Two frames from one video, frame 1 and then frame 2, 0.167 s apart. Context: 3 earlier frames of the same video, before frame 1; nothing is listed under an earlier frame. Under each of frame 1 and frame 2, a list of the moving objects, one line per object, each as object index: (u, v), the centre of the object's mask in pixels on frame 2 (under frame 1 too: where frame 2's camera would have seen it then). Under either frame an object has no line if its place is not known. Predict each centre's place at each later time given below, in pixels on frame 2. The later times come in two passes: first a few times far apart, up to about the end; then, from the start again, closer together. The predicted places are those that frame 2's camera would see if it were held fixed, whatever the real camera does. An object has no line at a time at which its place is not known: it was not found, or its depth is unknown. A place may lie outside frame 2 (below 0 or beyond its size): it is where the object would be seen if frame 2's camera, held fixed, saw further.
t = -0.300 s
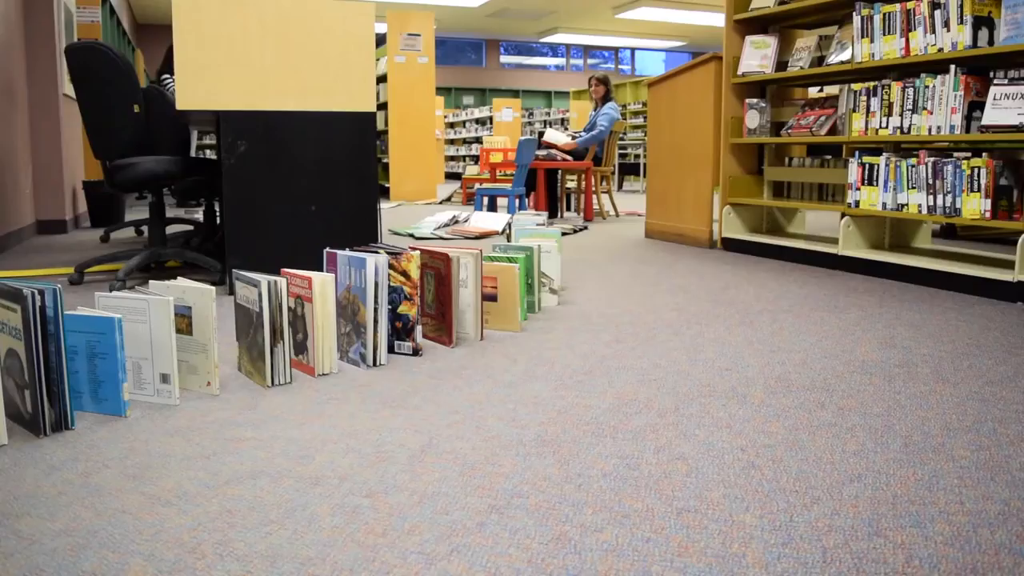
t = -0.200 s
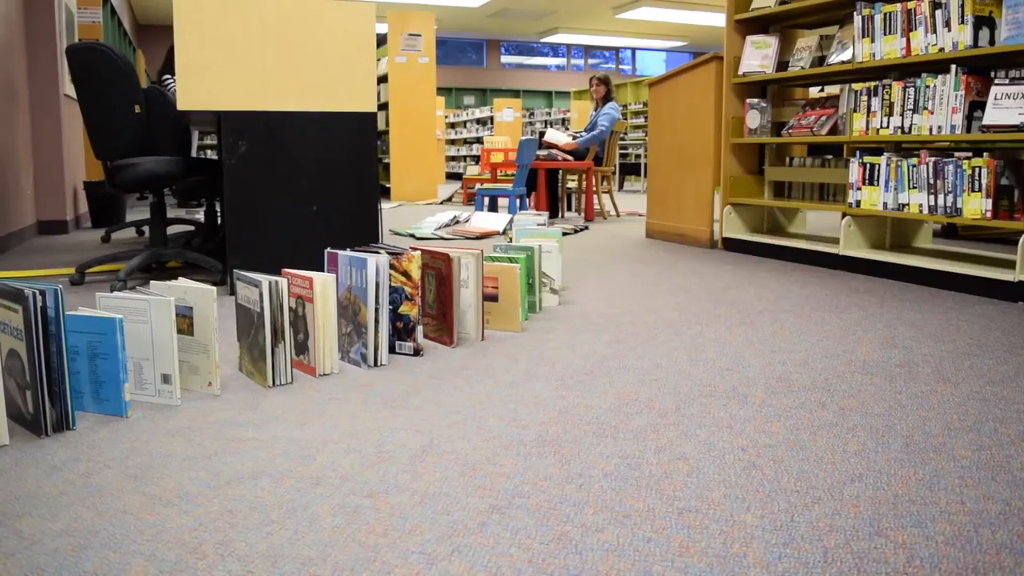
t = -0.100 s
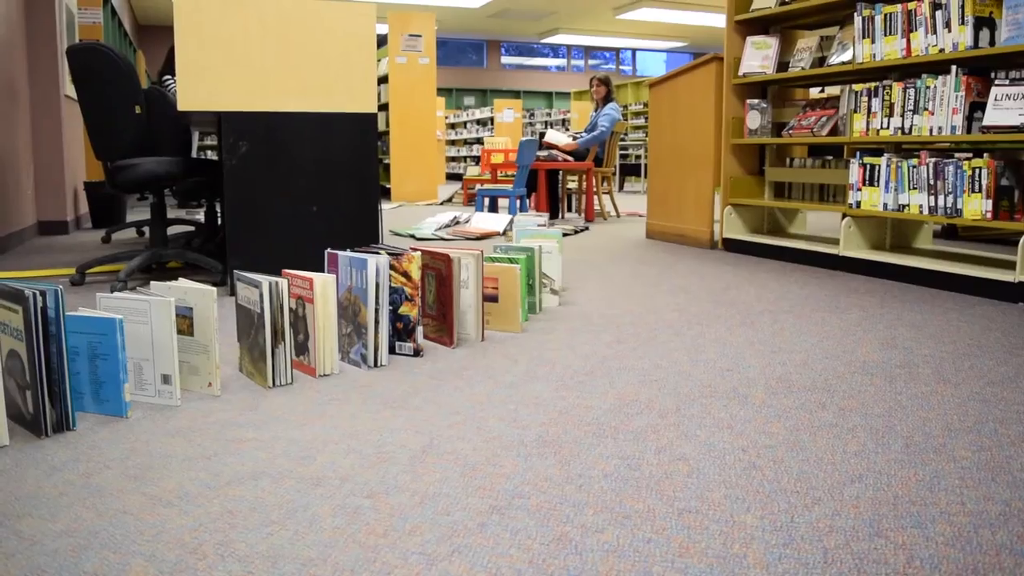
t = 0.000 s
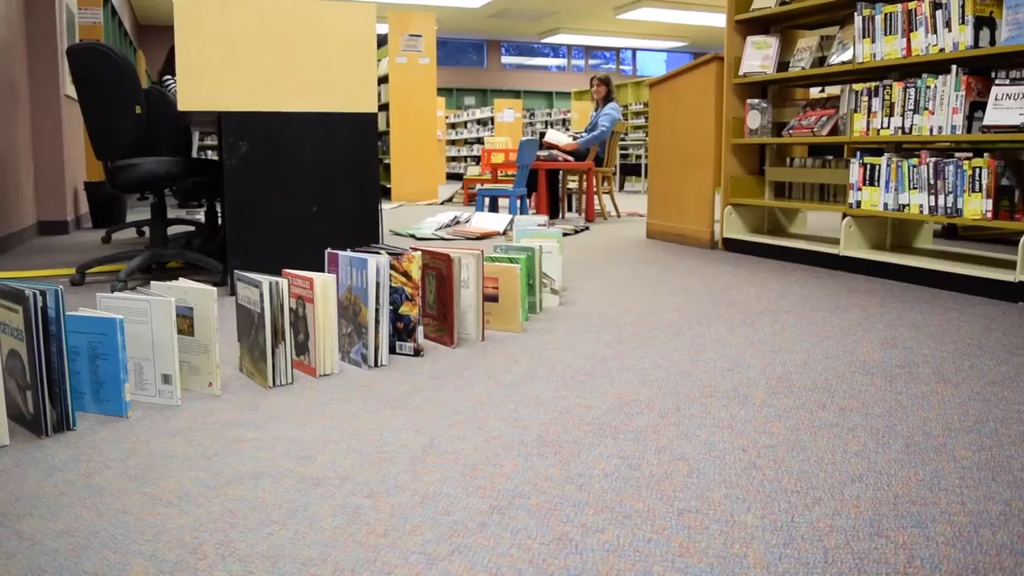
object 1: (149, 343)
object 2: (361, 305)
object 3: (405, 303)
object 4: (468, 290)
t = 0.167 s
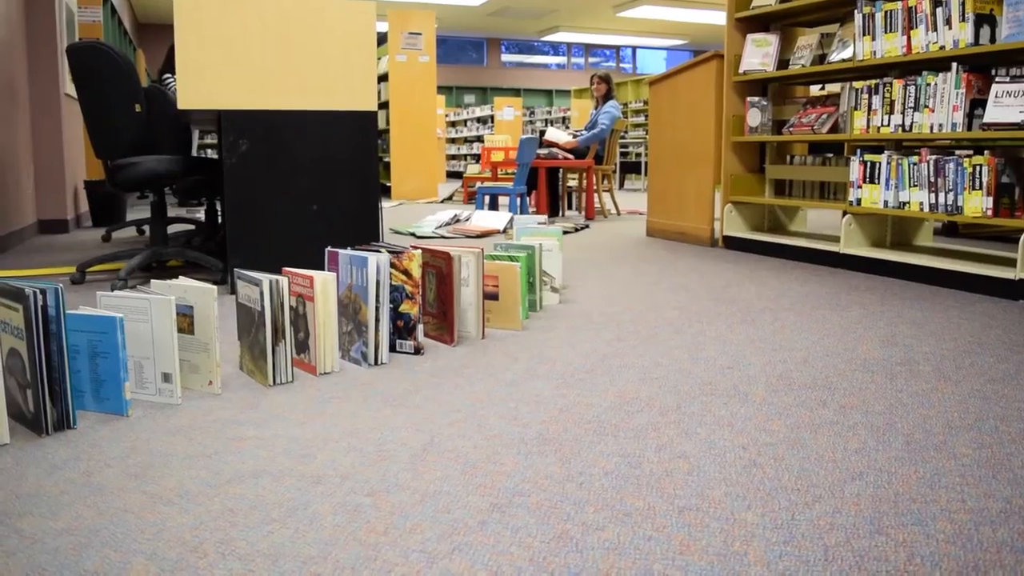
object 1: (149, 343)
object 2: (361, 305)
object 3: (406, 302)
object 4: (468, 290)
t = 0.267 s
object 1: (149, 343)
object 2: (361, 305)
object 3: (405, 302)
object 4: (468, 290)
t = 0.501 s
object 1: (149, 343)
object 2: (361, 305)
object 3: (405, 302)
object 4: (468, 290)
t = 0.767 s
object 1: (149, 343)
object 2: (361, 305)
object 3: (405, 303)
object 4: (468, 290)
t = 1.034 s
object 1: (149, 343)
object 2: (361, 305)
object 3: (405, 303)
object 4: (468, 290)
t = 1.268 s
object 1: (149, 343)
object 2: (362, 305)
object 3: (406, 303)
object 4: (452, 290)
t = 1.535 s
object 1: (149, 343)
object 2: (357, 304)
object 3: (397, 315)
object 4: (435, 317)
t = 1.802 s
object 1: (148, 343)
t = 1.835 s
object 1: (141, 347)
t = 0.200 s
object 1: (149, 343)
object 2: (361, 305)
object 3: (405, 303)
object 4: (468, 290)
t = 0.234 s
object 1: (148, 343)
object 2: (361, 305)
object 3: (405, 302)
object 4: (468, 290)
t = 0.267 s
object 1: (149, 343)
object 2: (361, 305)
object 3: (405, 302)
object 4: (468, 290)
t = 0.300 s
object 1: (149, 343)
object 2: (361, 305)
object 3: (405, 302)
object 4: (468, 290)
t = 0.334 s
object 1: (149, 343)
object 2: (361, 305)
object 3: (405, 302)
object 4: (468, 290)
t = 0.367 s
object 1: (149, 343)
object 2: (361, 305)
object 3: (405, 302)
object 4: (468, 290)
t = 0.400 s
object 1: (149, 343)
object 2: (361, 305)
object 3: (405, 302)
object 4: (468, 290)
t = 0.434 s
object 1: (149, 343)
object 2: (361, 305)
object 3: (405, 302)
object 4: (468, 290)
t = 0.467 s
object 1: (149, 343)
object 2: (361, 305)
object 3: (405, 302)
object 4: (468, 289)
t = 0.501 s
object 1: (149, 343)
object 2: (361, 305)
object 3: (405, 302)
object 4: (468, 290)
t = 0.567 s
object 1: (149, 343)
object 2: (361, 305)
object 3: (405, 302)
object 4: (468, 290)
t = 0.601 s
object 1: (149, 343)
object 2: (361, 305)
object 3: (405, 303)
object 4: (468, 290)
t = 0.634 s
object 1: (149, 343)
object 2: (361, 305)
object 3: (405, 303)
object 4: (468, 290)
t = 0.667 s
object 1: (149, 343)
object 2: (361, 305)
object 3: (405, 302)
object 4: (468, 290)
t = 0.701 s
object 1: (149, 343)
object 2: (361, 305)
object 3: (405, 302)
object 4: (468, 290)
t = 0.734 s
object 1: (149, 343)
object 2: (361, 305)
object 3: (405, 302)
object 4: (468, 290)
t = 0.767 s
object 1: (149, 343)
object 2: (361, 305)
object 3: (405, 303)
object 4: (468, 290)
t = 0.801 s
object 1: (149, 343)
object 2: (361, 305)
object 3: (405, 303)
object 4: (468, 290)
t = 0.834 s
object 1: (148, 343)
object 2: (361, 305)
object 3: (405, 303)
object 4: (468, 290)
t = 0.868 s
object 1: (149, 343)
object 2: (361, 305)
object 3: (405, 303)
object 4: (468, 290)
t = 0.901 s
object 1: (149, 343)
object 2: (361, 305)
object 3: (405, 303)
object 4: (468, 290)
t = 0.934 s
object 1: (149, 343)
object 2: (361, 305)
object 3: (405, 303)
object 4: (468, 290)
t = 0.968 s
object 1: (149, 343)
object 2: (361, 305)
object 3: (405, 302)
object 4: (468, 290)
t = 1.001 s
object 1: (149, 343)
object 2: (361, 305)
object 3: (405, 303)
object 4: (468, 290)
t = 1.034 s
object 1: (149, 343)
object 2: (361, 305)
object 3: (405, 303)
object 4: (468, 290)
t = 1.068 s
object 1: (149, 343)
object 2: (361, 305)
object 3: (405, 303)
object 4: (468, 290)
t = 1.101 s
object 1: (149, 343)
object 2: (361, 305)
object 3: (405, 302)
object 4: (468, 290)
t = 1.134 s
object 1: (149, 343)
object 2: (361, 305)
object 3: (406, 302)
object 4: (468, 290)
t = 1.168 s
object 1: (149, 343)
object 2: (361, 305)
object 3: (405, 303)
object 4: (467, 292)
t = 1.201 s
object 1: (149, 343)
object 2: (361, 305)
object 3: (405, 303)
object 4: (463, 291)
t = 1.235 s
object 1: (149, 343)
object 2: (362, 305)
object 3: (405, 303)
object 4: (458, 291)
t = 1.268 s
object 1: (149, 343)
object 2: (362, 305)
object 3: (406, 303)
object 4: (452, 290)
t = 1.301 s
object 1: (149, 343)
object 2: (361, 305)
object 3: (406, 303)
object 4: (447, 293)
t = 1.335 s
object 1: (149, 343)
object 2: (361, 305)
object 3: (406, 304)
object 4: (443, 297)
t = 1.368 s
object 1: (149, 343)
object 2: (361, 305)
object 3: (405, 305)
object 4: (441, 302)
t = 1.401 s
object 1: (149, 343)
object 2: (361, 305)
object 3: (404, 306)
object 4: (440, 304)
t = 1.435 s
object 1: (149, 343)
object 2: (361, 304)
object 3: (403, 307)
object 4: (438, 306)
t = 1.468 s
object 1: (149, 343)
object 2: (362, 305)
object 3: (402, 310)
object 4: (436, 309)
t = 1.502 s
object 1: (149, 343)
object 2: (361, 304)
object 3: (401, 314)
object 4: (435, 314)
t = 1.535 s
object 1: (149, 343)
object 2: (357, 304)
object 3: (397, 315)
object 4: (435, 317)
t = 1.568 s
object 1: (149, 343)
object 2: (352, 305)
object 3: (393, 318)
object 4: (432, 319)
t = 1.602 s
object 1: (149, 343)
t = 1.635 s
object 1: (149, 343)
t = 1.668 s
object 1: (149, 343)
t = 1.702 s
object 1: (149, 343)
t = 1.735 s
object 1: (149, 343)
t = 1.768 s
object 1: (149, 343)
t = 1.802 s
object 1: (148, 343)
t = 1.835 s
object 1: (141, 347)
